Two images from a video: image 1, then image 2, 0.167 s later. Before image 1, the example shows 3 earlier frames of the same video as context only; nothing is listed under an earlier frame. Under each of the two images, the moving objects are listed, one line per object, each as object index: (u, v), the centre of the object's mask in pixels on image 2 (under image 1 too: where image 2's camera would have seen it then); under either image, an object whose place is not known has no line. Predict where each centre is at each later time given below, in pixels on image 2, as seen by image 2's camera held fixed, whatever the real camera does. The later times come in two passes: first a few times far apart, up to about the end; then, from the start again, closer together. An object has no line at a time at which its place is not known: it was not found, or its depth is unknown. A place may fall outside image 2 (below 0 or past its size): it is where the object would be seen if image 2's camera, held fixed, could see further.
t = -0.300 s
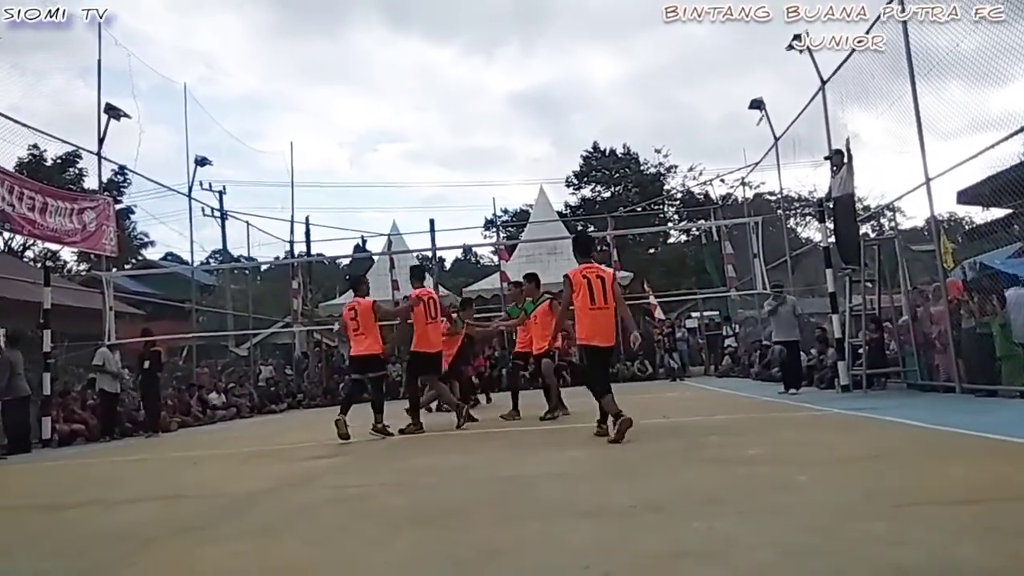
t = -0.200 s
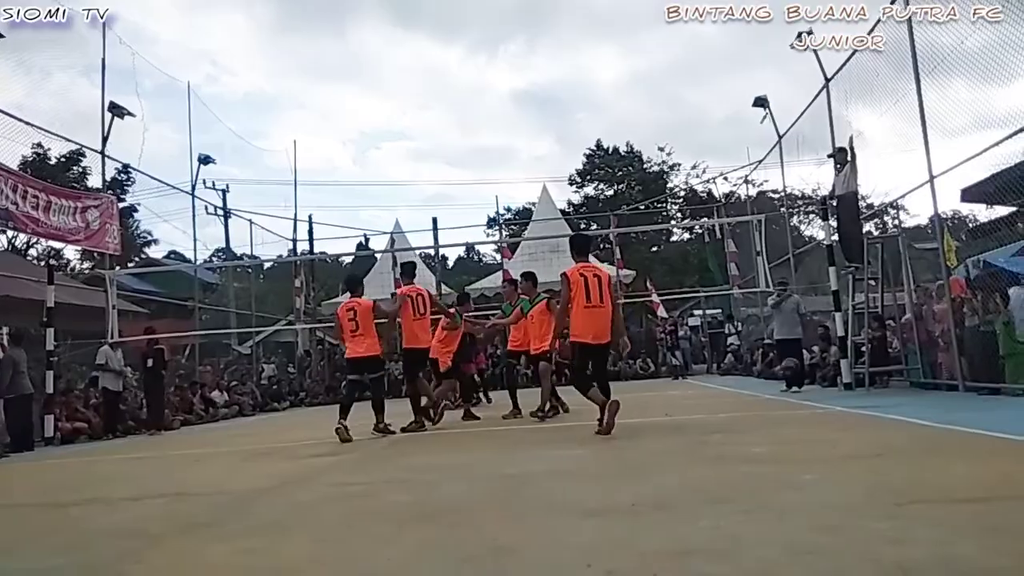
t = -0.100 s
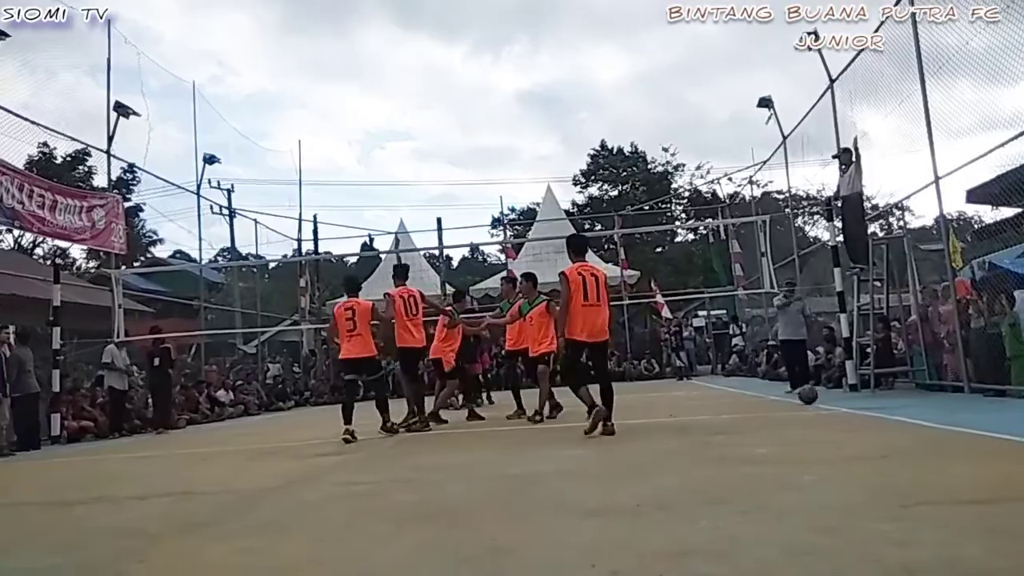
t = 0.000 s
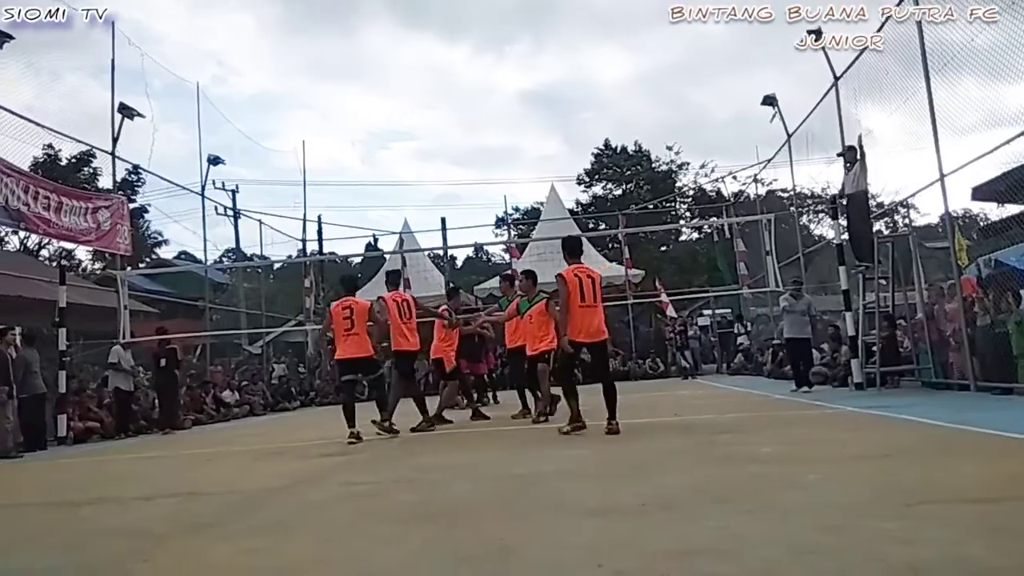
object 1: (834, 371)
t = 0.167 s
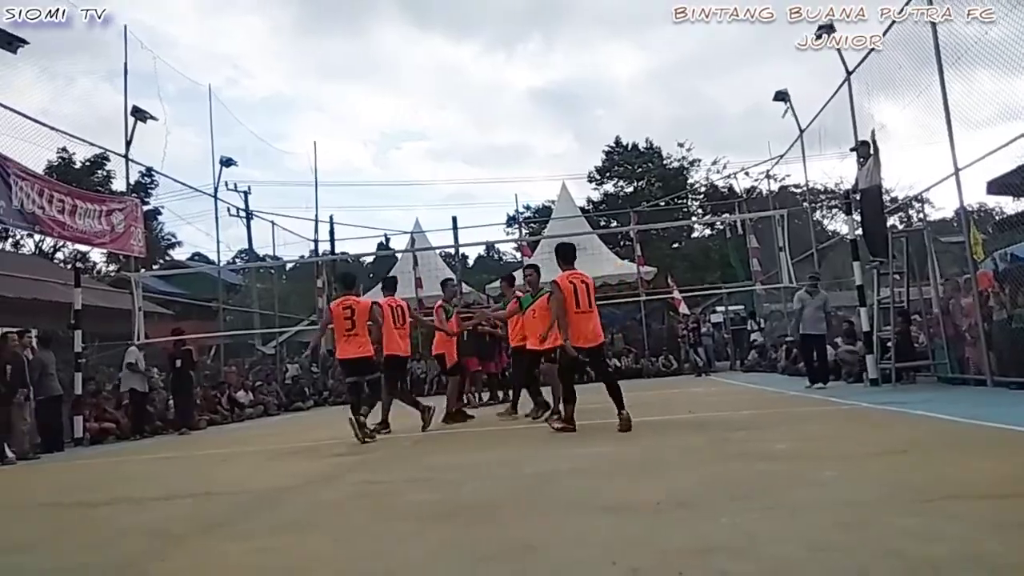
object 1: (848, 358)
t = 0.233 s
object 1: (853, 361)
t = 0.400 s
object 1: (877, 384)
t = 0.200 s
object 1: (849, 358)
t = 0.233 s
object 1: (853, 361)
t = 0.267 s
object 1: (858, 361)
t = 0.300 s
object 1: (863, 363)
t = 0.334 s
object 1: (868, 370)
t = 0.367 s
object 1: (871, 376)
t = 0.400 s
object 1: (877, 384)
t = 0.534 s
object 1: (894, 385)
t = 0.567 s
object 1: (897, 381)
